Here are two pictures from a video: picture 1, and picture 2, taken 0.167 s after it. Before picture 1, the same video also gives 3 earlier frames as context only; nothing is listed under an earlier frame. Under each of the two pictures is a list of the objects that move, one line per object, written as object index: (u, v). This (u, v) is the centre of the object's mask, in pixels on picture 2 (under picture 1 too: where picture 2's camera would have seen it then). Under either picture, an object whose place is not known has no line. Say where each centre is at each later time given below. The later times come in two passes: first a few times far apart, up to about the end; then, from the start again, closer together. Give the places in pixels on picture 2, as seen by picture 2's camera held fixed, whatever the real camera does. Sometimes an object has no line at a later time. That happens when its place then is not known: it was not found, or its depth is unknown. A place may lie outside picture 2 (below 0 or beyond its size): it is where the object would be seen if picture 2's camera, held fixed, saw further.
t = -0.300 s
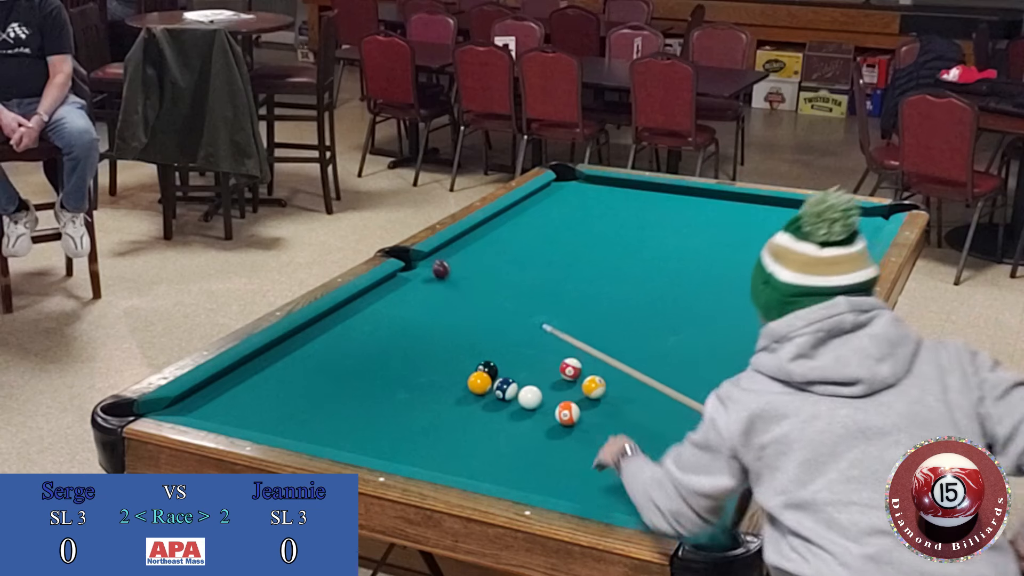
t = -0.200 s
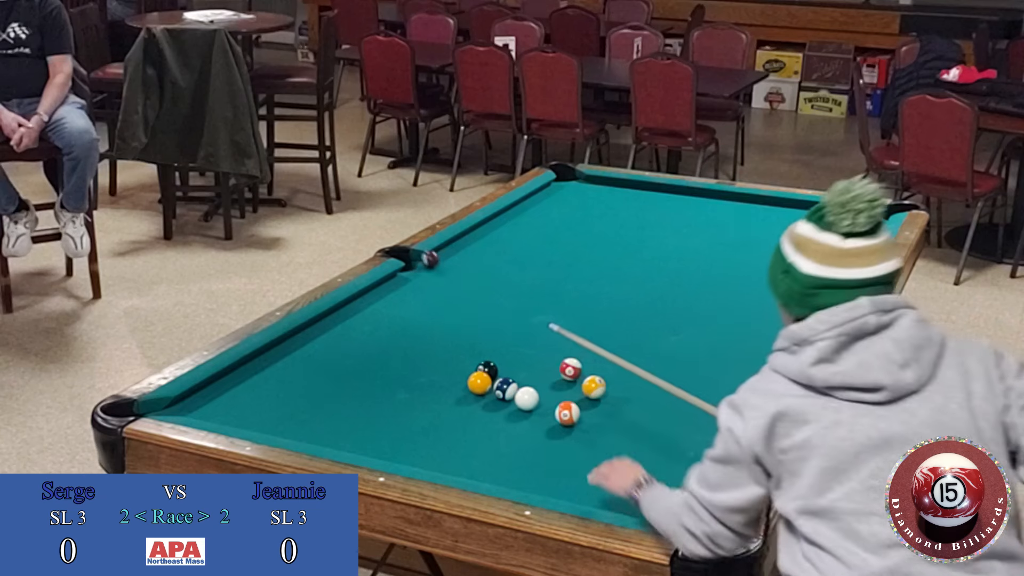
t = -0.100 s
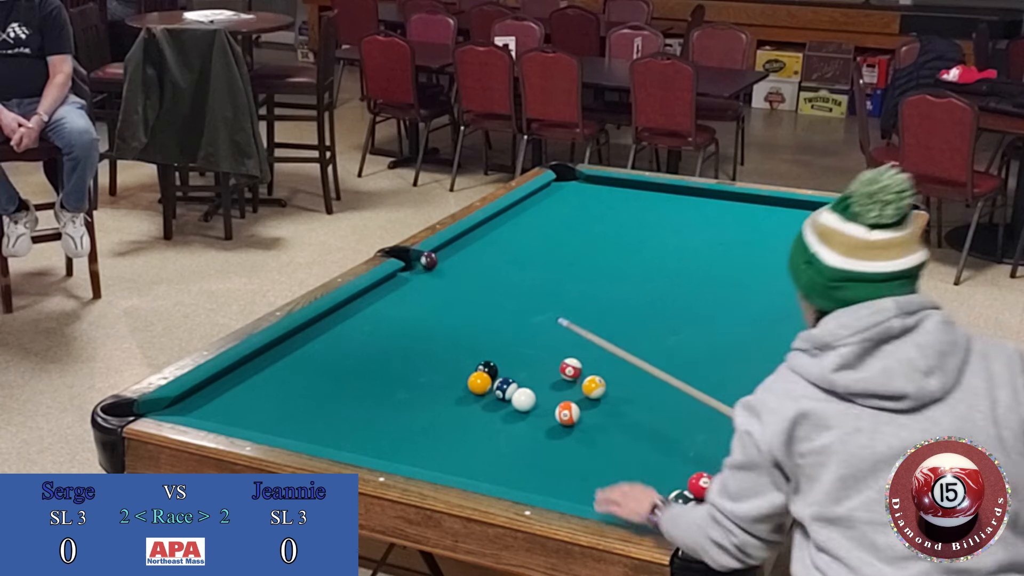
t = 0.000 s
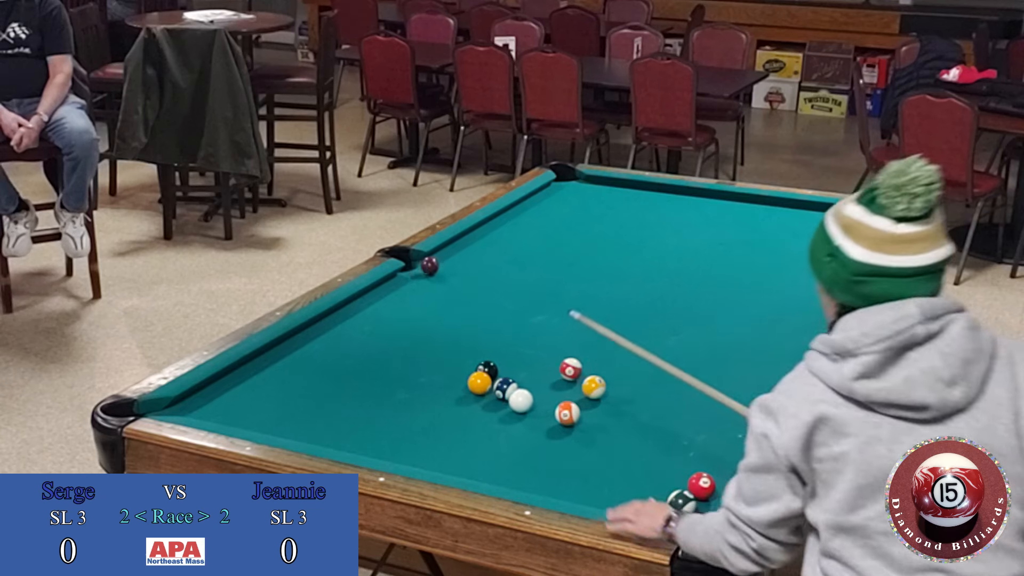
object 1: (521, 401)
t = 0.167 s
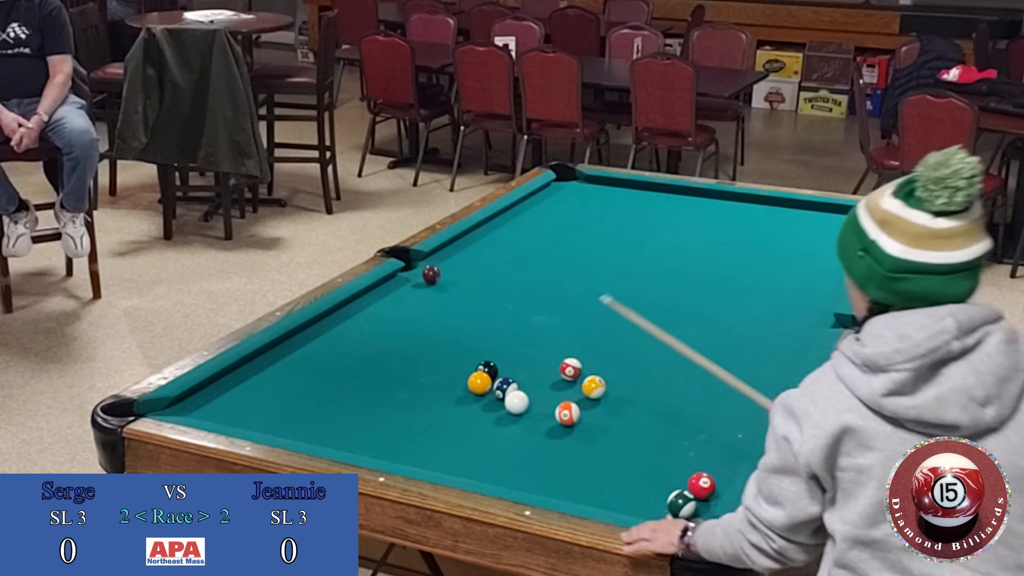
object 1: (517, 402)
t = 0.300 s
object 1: (514, 403)
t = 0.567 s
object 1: (509, 405)
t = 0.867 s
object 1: (507, 407)
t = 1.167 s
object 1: (506, 407)
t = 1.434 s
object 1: (506, 407)
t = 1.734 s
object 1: (506, 408)
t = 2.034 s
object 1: (506, 407)
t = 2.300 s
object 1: (506, 407)
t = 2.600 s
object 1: (506, 407)
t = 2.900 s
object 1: (506, 407)
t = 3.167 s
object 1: (506, 407)
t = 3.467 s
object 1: (506, 407)
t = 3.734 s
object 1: (506, 407)
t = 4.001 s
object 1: (506, 407)
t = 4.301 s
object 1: (506, 407)
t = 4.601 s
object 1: (506, 407)
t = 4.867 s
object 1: (506, 407)
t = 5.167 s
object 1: (506, 407)
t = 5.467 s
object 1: (506, 407)
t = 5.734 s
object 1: (506, 407)
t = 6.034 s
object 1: (506, 407)
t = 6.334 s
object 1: (506, 407)
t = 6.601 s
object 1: (506, 407)
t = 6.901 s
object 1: (506, 407)
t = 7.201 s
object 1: (506, 407)
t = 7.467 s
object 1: (506, 407)
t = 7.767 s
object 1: (506, 407)
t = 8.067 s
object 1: (506, 407)
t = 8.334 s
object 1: (506, 407)
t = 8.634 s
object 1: (506, 407)
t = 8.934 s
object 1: (506, 407)
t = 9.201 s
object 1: (506, 407)
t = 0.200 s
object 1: (516, 403)
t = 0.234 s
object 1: (515, 403)
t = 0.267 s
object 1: (515, 403)
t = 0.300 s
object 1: (514, 403)
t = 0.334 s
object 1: (513, 404)
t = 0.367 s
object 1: (512, 404)
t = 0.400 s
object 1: (512, 404)
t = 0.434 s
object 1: (511, 404)
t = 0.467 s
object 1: (511, 405)
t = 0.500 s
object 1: (510, 405)
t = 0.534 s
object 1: (510, 405)
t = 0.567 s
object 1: (509, 405)
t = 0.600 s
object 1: (509, 406)
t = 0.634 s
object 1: (508, 406)
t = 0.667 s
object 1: (508, 406)
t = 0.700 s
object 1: (508, 406)
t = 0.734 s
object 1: (507, 406)
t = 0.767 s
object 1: (507, 406)
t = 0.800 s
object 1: (507, 407)
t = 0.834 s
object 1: (507, 407)
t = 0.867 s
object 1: (507, 407)
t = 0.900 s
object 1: (506, 407)
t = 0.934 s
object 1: (506, 407)
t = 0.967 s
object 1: (506, 407)
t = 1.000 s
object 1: (506, 407)
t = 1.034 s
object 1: (506, 407)
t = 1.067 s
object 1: (506, 407)
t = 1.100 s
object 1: (506, 407)
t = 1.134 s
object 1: (506, 407)
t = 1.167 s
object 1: (506, 407)
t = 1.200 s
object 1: (506, 408)
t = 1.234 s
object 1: (506, 408)
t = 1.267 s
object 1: (506, 408)
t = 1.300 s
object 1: (506, 408)
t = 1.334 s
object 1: (506, 408)
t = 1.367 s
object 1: (506, 408)
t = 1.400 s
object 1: (506, 407)
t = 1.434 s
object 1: (506, 407)
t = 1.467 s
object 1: (506, 408)
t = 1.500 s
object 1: (506, 408)
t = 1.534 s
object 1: (506, 408)
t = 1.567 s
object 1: (506, 408)
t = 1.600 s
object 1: (506, 408)
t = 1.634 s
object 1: (506, 408)
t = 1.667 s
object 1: (506, 407)
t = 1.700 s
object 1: (506, 407)
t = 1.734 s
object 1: (506, 408)
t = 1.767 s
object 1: (506, 408)
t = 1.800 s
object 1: (506, 407)
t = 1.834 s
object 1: (506, 407)
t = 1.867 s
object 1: (506, 407)
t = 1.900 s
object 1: (506, 407)
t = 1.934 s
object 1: (506, 407)
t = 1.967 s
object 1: (506, 407)
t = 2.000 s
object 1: (506, 407)
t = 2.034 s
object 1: (506, 407)
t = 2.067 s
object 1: (506, 407)
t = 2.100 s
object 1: (506, 407)
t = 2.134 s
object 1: (506, 407)
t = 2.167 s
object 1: (506, 407)
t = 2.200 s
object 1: (506, 407)
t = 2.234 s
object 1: (506, 407)
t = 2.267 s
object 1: (506, 407)
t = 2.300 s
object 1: (506, 407)
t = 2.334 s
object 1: (506, 407)
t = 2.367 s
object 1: (506, 407)
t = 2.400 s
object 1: (506, 407)
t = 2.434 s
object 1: (506, 407)
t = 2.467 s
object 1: (506, 407)
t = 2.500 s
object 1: (506, 407)
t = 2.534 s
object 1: (506, 407)
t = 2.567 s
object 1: (506, 407)
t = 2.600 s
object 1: (506, 407)
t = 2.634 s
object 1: (506, 407)
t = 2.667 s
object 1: (506, 407)
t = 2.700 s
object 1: (506, 407)
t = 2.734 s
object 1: (506, 407)
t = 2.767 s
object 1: (506, 407)
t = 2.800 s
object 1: (506, 407)
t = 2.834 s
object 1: (506, 407)
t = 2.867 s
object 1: (506, 407)
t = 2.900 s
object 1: (506, 407)
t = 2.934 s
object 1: (506, 407)
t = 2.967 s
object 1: (506, 407)
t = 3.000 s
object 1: (506, 407)
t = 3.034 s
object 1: (506, 407)
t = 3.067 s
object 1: (506, 407)
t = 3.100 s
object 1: (506, 407)
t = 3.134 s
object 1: (506, 407)
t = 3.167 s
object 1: (506, 407)
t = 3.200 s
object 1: (506, 407)
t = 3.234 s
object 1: (506, 407)
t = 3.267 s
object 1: (506, 407)
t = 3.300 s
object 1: (506, 407)
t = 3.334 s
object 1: (506, 407)
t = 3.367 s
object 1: (506, 407)
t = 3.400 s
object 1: (506, 407)
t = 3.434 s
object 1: (506, 407)
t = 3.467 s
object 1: (506, 407)
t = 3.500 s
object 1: (506, 407)
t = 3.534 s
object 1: (506, 407)
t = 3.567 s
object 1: (506, 407)
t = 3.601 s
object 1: (506, 407)
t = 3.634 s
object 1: (506, 407)
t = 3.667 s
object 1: (506, 407)
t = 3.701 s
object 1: (506, 407)
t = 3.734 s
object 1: (506, 407)
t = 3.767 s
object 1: (506, 407)
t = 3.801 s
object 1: (506, 407)
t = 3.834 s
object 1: (506, 407)
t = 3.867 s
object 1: (506, 407)
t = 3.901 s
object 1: (506, 407)
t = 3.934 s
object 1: (506, 407)
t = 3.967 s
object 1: (506, 407)
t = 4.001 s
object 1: (506, 407)
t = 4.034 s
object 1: (506, 407)
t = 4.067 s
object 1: (506, 407)
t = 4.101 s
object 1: (506, 407)
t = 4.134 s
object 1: (506, 407)
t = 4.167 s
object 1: (506, 408)
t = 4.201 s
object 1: (506, 408)
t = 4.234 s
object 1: (506, 407)
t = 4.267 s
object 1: (506, 407)
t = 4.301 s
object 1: (506, 407)
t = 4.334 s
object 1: (506, 407)
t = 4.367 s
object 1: (506, 407)
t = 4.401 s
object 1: (506, 407)
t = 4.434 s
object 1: (506, 407)
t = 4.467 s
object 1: (506, 407)
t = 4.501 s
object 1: (506, 407)
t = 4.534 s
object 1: (506, 407)
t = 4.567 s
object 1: (506, 407)
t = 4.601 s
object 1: (506, 407)
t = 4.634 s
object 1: (506, 407)
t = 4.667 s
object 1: (506, 407)
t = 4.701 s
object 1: (506, 407)
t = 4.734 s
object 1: (506, 407)
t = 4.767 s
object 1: (506, 407)
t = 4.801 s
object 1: (506, 407)
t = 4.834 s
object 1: (506, 407)
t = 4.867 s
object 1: (506, 407)
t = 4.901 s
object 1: (506, 407)
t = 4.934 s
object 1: (506, 407)
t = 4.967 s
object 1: (506, 407)
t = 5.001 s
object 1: (506, 407)
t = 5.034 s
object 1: (506, 407)
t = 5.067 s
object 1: (506, 407)
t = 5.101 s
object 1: (506, 407)
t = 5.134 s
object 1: (506, 407)
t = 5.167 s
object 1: (506, 407)
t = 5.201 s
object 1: (506, 407)
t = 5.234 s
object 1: (506, 407)
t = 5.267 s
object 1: (506, 407)
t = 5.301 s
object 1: (506, 407)
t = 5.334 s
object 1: (506, 407)
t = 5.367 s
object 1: (506, 407)
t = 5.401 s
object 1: (506, 407)
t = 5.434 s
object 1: (506, 407)
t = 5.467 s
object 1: (506, 407)
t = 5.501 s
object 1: (506, 407)
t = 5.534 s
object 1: (506, 407)
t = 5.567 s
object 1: (506, 407)
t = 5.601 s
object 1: (506, 407)
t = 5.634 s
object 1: (506, 407)
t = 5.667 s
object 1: (506, 407)
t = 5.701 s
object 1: (506, 407)
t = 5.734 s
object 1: (506, 407)
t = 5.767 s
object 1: (506, 407)
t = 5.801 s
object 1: (506, 407)
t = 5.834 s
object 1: (506, 407)
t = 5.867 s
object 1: (506, 407)
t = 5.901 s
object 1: (506, 407)
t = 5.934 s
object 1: (506, 407)
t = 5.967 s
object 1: (506, 407)
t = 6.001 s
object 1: (506, 407)
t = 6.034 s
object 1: (506, 407)
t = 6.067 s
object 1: (506, 407)
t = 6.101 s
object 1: (506, 407)
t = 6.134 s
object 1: (506, 407)
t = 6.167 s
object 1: (506, 407)
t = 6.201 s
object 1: (506, 407)
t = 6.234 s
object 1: (506, 407)
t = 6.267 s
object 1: (506, 407)
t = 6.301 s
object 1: (506, 407)
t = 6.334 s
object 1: (506, 407)
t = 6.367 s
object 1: (506, 407)
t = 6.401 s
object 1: (506, 407)
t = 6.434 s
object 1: (506, 407)
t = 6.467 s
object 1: (506, 407)
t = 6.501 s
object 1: (506, 407)
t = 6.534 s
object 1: (506, 407)
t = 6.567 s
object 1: (506, 407)
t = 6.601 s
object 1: (506, 407)
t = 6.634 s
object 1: (506, 407)
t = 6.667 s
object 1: (506, 407)
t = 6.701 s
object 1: (506, 407)
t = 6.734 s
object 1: (506, 407)
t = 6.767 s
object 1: (506, 407)
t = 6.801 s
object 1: (506, 407)
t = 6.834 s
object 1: (506, 407)
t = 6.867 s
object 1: (506, 407)
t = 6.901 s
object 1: (506, 407)
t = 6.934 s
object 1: (506, 407)
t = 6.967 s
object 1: (506, 407)
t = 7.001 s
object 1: (506, 407)
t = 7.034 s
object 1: (506, 407)
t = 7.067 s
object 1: (506, 407)
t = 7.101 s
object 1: (506, 407)
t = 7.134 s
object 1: (506, 407)
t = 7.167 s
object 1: (506, 407)
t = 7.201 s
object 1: (506, 407)
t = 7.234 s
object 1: (506, 407)
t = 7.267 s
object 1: (506, 407)
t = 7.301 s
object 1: (506, 407)
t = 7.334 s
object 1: (506, 407)
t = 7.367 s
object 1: (506, 407)
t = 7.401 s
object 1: (506, 407)
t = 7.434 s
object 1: (506, 407)
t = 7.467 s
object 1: (506, 407)
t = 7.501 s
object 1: (506, 407)
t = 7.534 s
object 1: (506, 407)
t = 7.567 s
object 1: (506, 407)
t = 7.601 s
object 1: (506, 407)
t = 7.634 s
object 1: (506, 407)
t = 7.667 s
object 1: (506, 407)
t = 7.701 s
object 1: (506, 407)
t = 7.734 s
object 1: (506, 407)
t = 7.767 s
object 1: (506, 407)
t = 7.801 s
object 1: (506, 407)
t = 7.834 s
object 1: (506, 407)
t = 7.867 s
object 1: (506, 407)
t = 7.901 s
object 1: (506, 407)
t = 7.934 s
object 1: (506, 407)
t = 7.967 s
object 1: (506, 407)
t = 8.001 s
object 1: (506, 407)
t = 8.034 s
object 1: (506, 407)
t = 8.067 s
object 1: (506, 407)
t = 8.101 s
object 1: (506, 407)
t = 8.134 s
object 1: (506, 407)
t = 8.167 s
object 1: (506, 407)
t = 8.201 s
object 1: (506, 407)
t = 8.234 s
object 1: (506, 407)
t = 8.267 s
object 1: (506, 407)
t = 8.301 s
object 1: (506, 407)
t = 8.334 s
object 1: (506, 407)
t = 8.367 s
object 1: (506, 407)
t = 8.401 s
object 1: (506, 407)
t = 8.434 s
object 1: (506, 407)
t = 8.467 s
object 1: (506, 407)
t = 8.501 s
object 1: (506, 407)
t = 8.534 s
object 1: (506, 407)
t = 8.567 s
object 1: (506, 407)
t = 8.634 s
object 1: (506, 407)
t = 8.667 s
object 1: (506, 407)
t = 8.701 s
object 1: (506, 407)
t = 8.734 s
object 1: (506, 407)
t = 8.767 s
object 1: (506, 407)
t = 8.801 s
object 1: (506, 407)
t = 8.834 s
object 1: (506, 407)
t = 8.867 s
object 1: (506, 407)
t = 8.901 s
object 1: (506, 407)
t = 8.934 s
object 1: (506, 407)
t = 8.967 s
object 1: (506, 407)
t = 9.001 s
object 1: (506, 407)
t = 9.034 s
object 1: (506, 407)
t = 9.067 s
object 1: (506, 407)
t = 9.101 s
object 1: (506, 407)
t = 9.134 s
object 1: (506, 407)
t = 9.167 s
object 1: (506, 407)
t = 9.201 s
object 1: (506, 407)
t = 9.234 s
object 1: (506, 407)
